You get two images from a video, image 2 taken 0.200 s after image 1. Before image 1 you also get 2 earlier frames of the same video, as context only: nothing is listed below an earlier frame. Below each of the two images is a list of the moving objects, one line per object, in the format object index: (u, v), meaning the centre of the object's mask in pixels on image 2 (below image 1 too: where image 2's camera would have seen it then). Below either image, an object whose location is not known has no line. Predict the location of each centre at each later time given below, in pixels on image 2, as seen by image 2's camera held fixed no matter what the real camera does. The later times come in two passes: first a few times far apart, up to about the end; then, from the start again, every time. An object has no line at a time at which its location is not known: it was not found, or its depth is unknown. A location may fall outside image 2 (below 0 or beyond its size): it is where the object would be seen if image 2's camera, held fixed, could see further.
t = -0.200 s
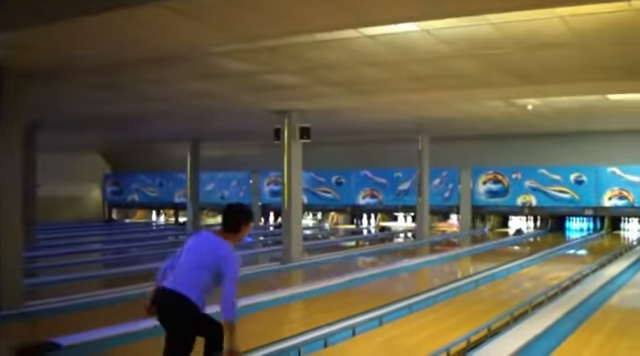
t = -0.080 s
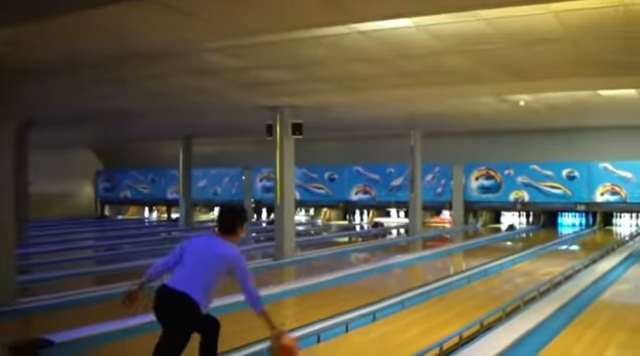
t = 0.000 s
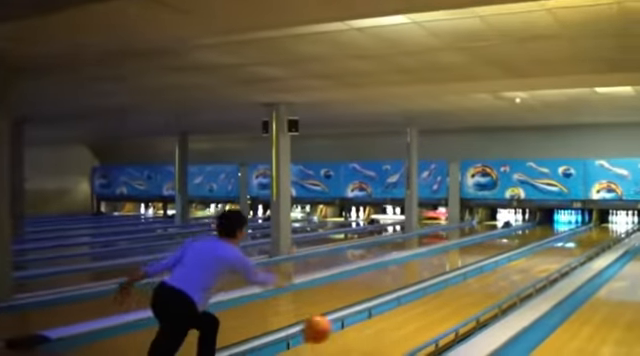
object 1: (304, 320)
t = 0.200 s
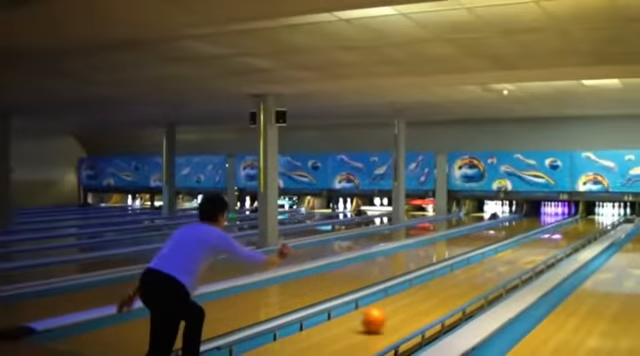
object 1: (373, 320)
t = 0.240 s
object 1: (384, 315)
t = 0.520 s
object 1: (449, 292)
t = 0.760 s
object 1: (489, 276)
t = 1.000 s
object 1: (518, 263)
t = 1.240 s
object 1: (542, 253)
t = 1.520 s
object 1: (563, 244)
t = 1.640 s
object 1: (569, 240)
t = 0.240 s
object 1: (384, 315)
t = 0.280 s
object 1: (395, 310)
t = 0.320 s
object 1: (405, 308)
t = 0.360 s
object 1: (415, 305)
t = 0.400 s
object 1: (424, 302)
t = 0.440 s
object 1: (434, 299)
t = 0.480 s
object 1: (441, 295)
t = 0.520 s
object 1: (449, 292)
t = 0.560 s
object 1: (457, 289)
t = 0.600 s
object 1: (463, 286)
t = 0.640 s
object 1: (471, 283)
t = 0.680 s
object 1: (477, 281)
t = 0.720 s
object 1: (483, 278)
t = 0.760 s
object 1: (489, 276)
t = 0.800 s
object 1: (495, 274)
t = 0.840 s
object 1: (500, 272)
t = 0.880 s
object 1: (505, 269)
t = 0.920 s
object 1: (510, 266)
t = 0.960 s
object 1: (515, 264)
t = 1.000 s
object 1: (518, 263)
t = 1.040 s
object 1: (523, 261)
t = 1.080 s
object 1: (527, 259)
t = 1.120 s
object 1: (531, 258)
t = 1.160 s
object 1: (534, 256)
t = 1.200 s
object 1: (538, 255)
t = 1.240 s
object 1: (542, 253)
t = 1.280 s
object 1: (545, 251)
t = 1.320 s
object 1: (549, 250)
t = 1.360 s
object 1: (551, 249)
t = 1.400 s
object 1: (554, 248)
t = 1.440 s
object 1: (557, 246)
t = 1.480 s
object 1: (560, 245)
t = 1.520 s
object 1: (563, 244)
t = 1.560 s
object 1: (565, 243)
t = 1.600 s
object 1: (567, 242)
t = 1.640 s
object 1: (569, 240)
